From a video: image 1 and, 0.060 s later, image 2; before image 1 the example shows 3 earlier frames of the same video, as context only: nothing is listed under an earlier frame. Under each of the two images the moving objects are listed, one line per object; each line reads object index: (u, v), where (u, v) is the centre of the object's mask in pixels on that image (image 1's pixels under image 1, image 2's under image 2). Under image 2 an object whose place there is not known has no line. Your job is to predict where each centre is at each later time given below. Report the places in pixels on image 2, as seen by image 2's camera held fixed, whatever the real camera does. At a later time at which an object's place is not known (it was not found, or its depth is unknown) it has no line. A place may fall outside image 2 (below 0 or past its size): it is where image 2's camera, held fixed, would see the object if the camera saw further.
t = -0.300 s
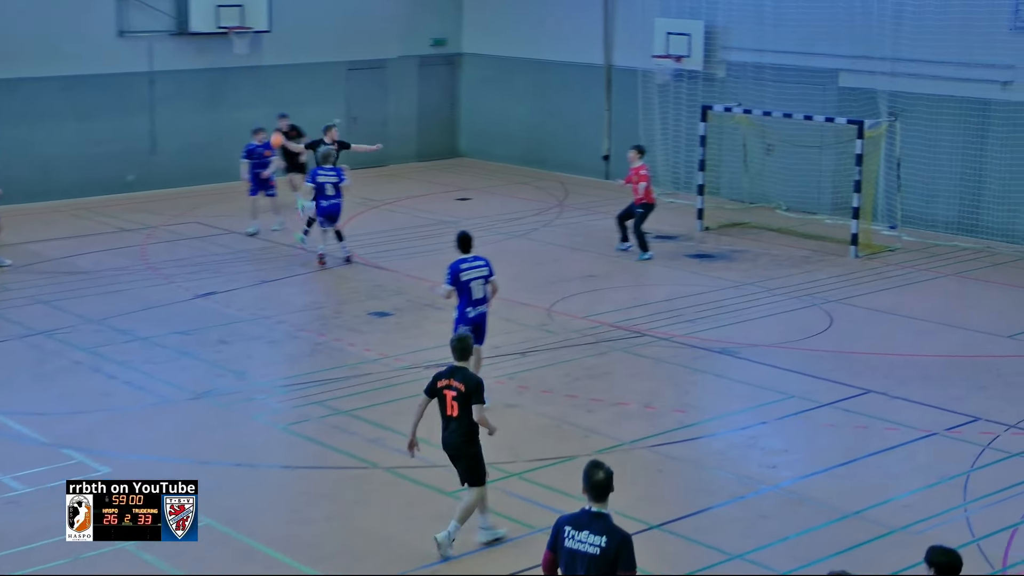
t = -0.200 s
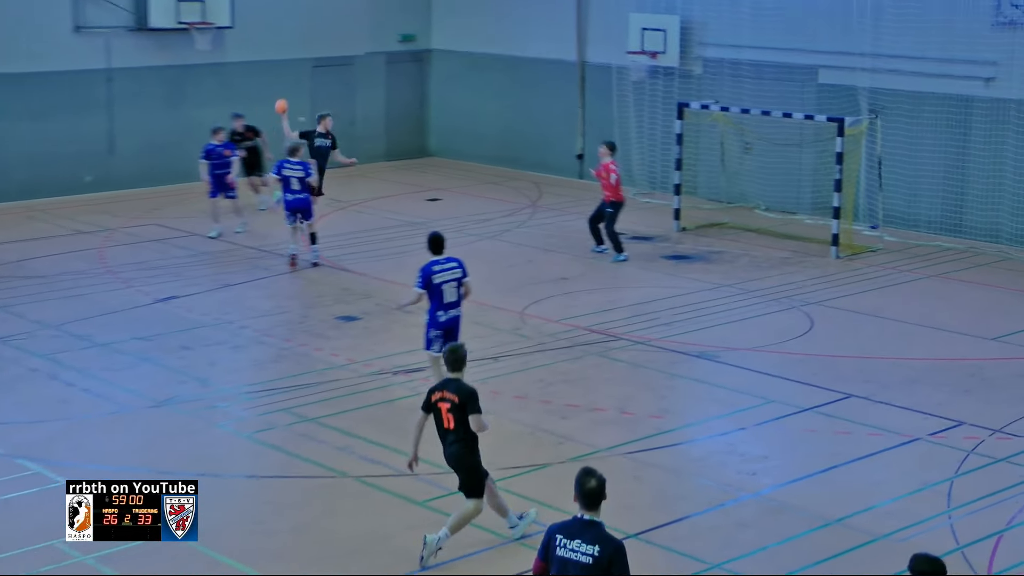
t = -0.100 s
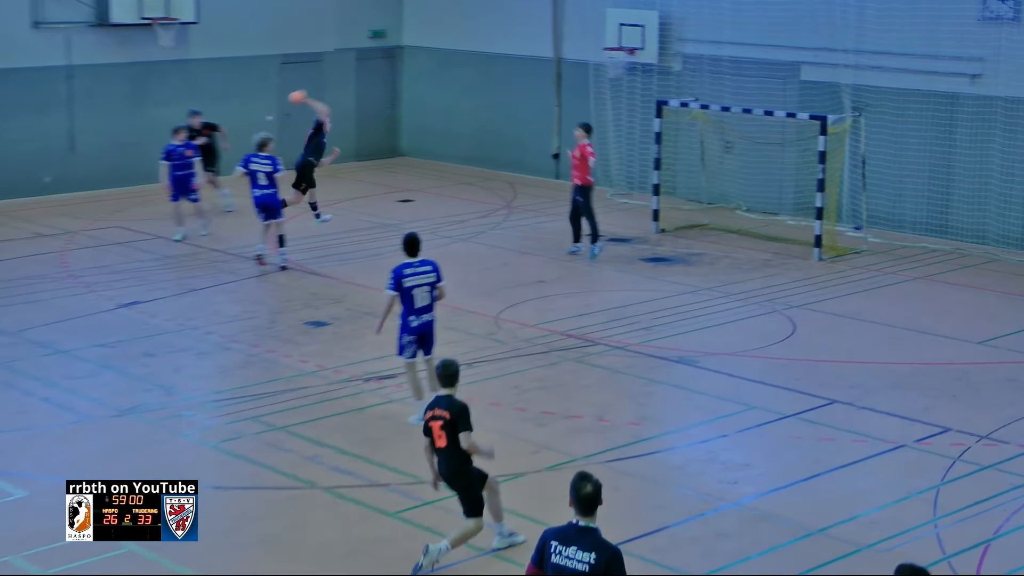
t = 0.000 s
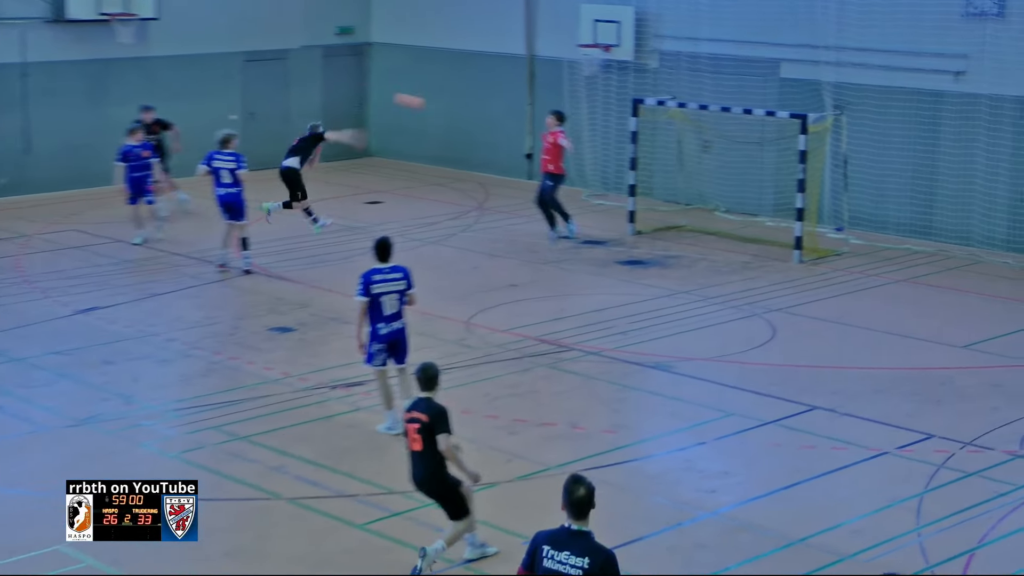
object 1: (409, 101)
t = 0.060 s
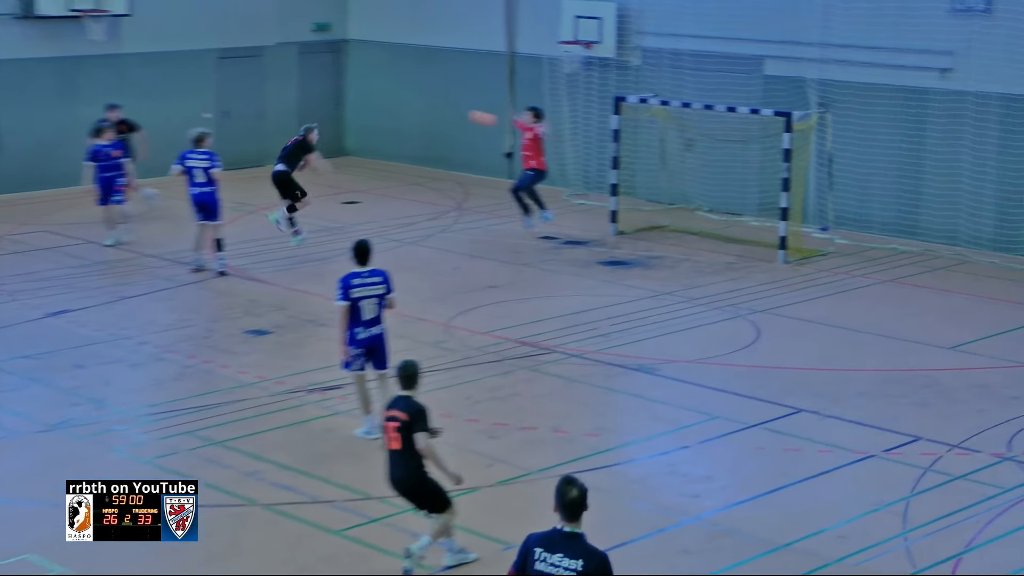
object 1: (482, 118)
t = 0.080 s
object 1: (505, 124)
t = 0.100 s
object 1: (545, 133)
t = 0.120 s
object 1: (567, 139)
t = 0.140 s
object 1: (595, 145)
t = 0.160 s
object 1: (623, 154)
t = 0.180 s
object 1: (649, 161)
